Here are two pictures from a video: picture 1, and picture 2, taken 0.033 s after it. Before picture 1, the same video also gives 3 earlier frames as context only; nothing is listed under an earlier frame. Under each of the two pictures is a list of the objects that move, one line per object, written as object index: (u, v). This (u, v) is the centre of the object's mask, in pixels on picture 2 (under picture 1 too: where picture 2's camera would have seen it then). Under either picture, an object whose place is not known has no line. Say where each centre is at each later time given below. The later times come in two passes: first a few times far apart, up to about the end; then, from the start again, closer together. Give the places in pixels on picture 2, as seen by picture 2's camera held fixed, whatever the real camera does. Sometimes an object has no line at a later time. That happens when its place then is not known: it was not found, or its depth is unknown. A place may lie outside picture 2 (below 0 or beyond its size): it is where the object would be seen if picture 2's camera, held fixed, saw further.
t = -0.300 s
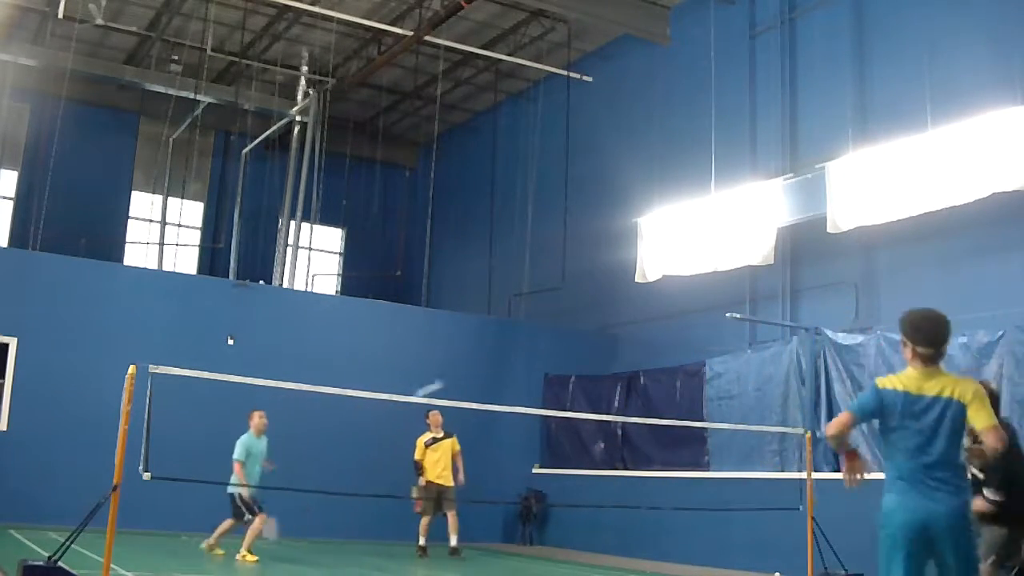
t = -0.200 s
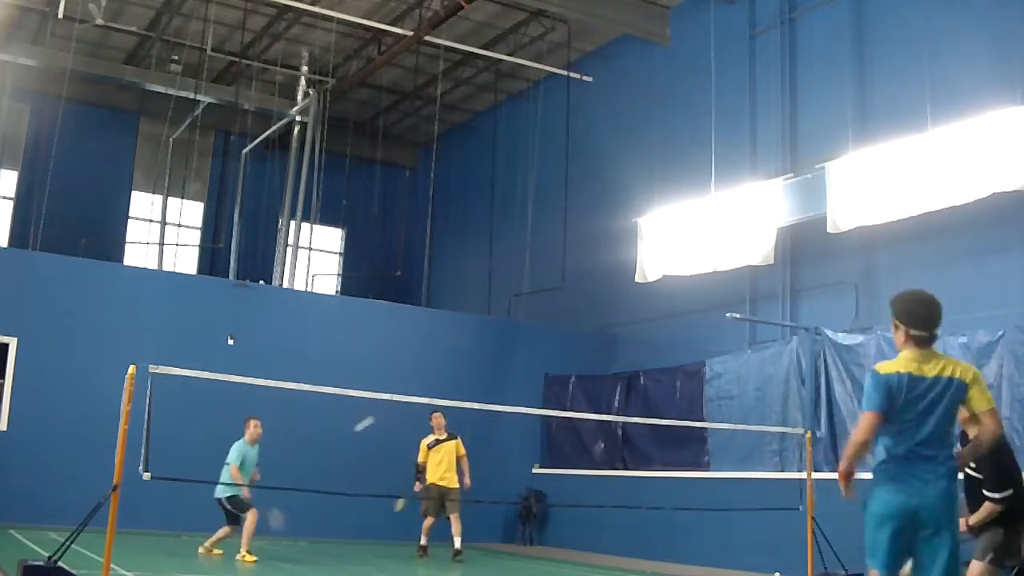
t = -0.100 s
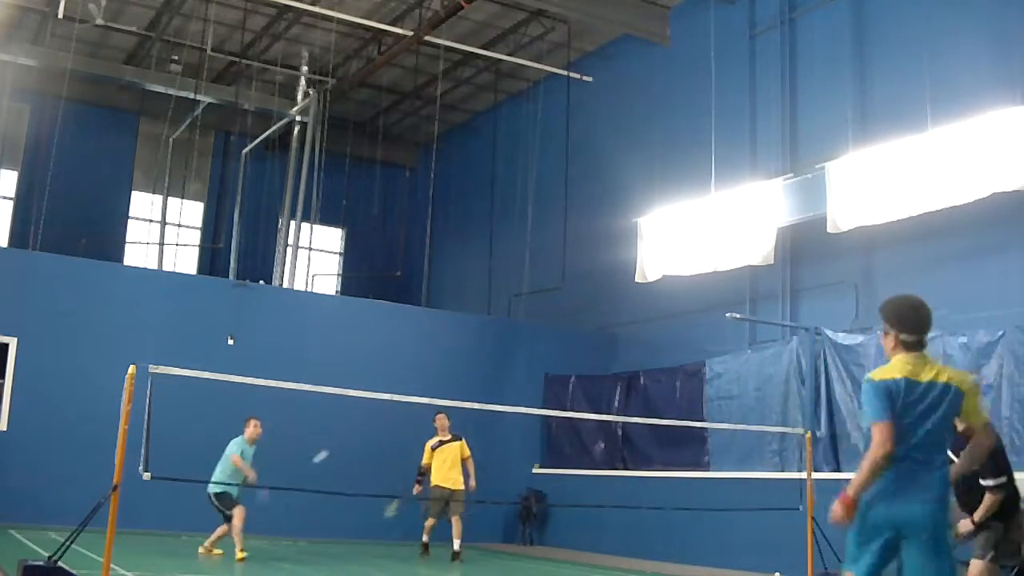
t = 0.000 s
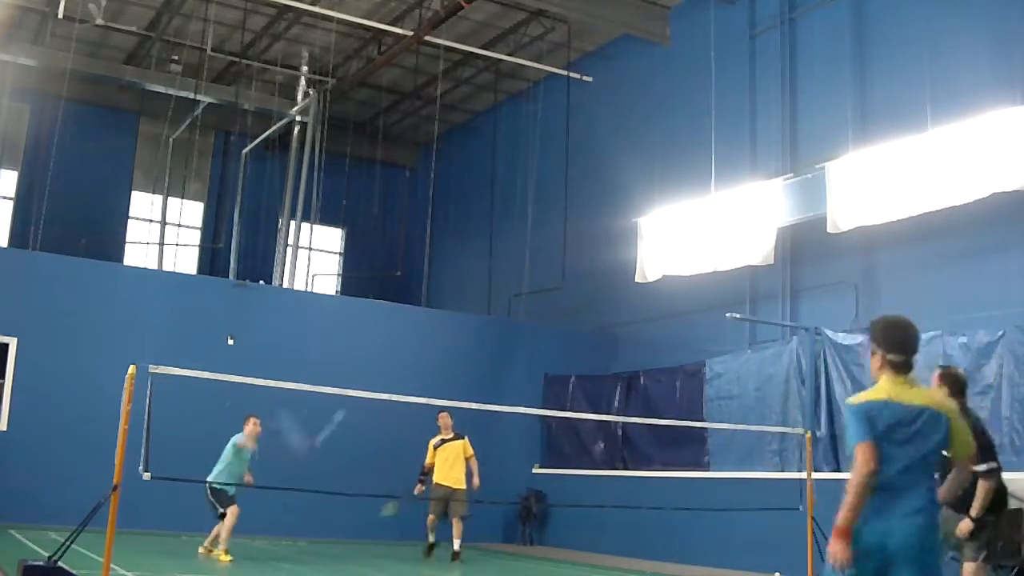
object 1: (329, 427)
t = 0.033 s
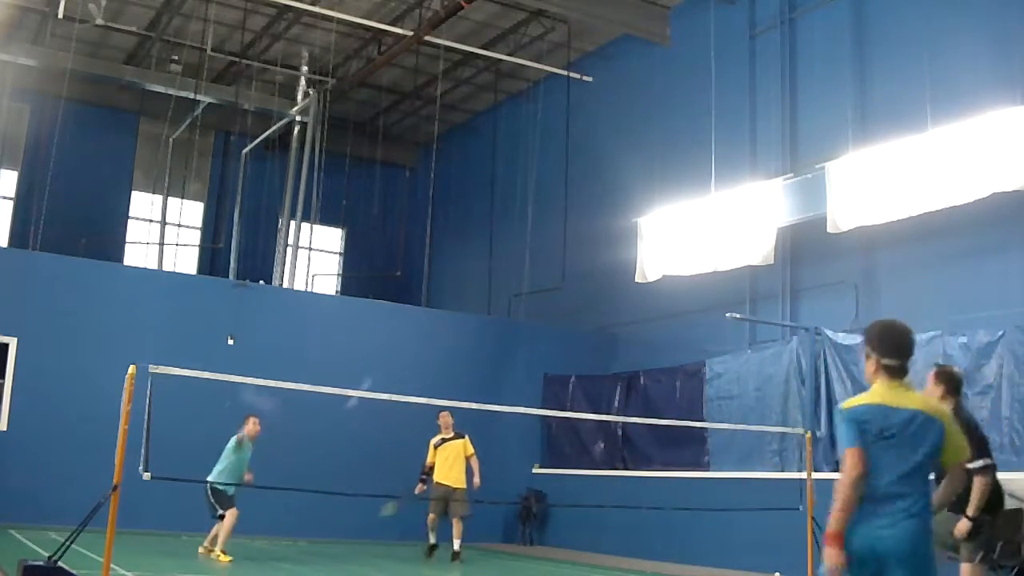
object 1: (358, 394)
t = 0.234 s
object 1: (486, 235)
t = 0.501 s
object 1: (620, 130)
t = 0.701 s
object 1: (709, 114)
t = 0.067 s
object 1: (382, 359)
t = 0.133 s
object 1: (428, 304)
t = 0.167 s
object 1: (447, 280)
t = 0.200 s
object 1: (467, 256)
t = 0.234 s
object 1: (486, 235)
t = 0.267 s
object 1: (504, 216)
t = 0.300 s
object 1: (522, 199)
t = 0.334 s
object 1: (539, 184)
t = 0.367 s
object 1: (555, 170)
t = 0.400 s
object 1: (572, 157)
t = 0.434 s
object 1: (588, 146)
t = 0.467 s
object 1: (604, 137)
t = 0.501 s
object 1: (620, 130)
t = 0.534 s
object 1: (635, 123)
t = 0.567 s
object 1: (650, 118)
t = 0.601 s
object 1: (665, 115)
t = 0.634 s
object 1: (679, 113)
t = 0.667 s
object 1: (695, 113)
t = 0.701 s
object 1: (709, 114)
